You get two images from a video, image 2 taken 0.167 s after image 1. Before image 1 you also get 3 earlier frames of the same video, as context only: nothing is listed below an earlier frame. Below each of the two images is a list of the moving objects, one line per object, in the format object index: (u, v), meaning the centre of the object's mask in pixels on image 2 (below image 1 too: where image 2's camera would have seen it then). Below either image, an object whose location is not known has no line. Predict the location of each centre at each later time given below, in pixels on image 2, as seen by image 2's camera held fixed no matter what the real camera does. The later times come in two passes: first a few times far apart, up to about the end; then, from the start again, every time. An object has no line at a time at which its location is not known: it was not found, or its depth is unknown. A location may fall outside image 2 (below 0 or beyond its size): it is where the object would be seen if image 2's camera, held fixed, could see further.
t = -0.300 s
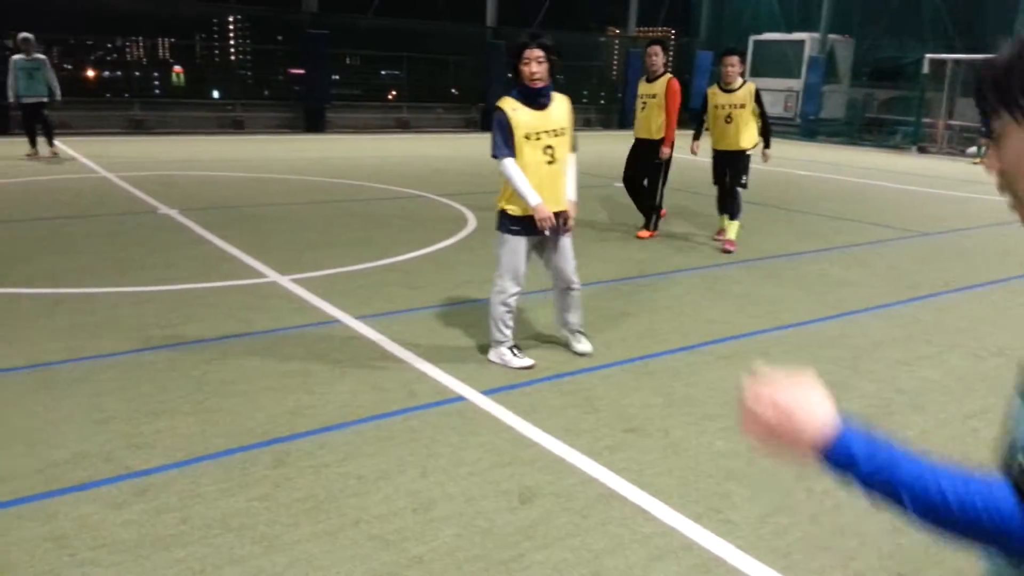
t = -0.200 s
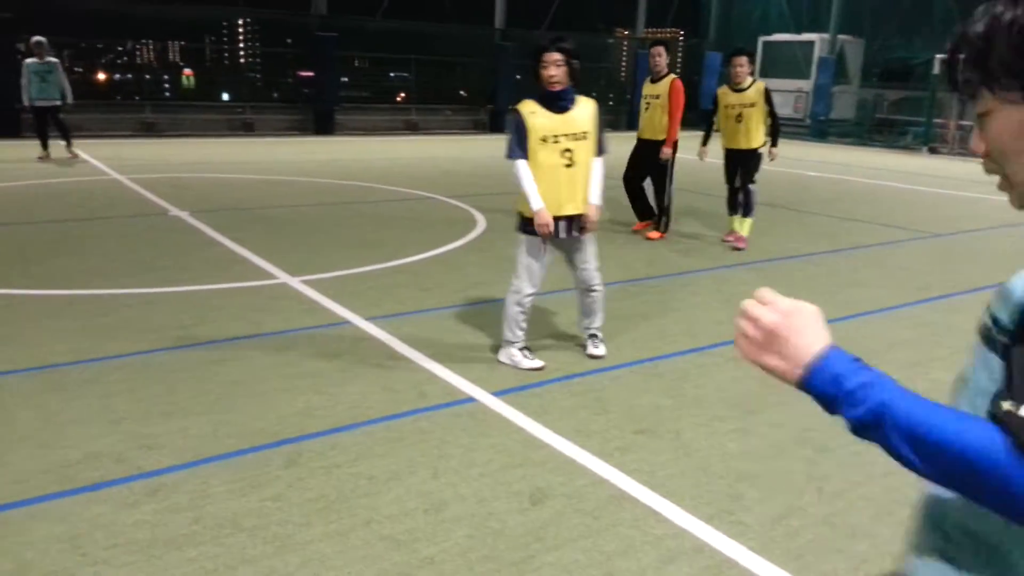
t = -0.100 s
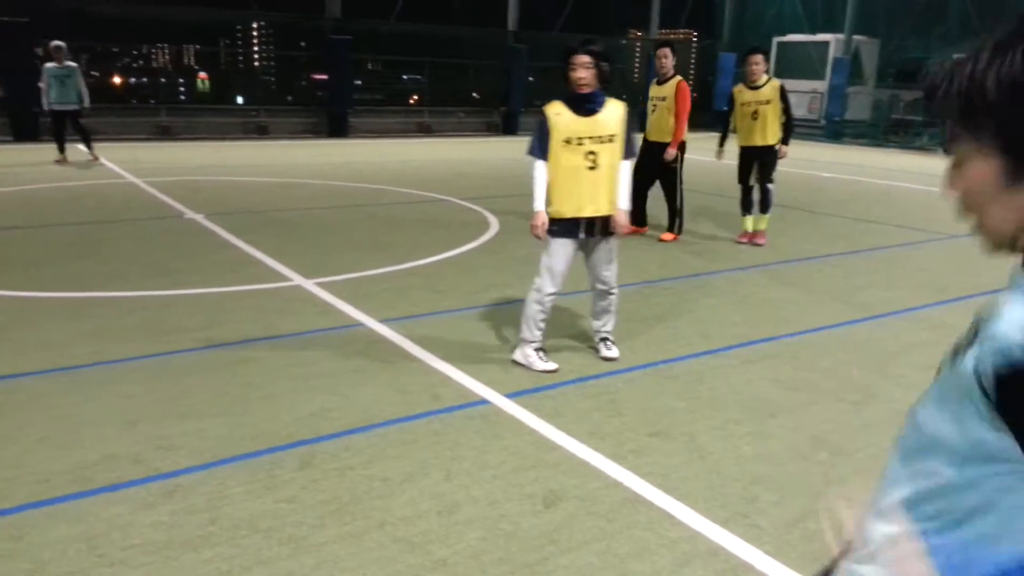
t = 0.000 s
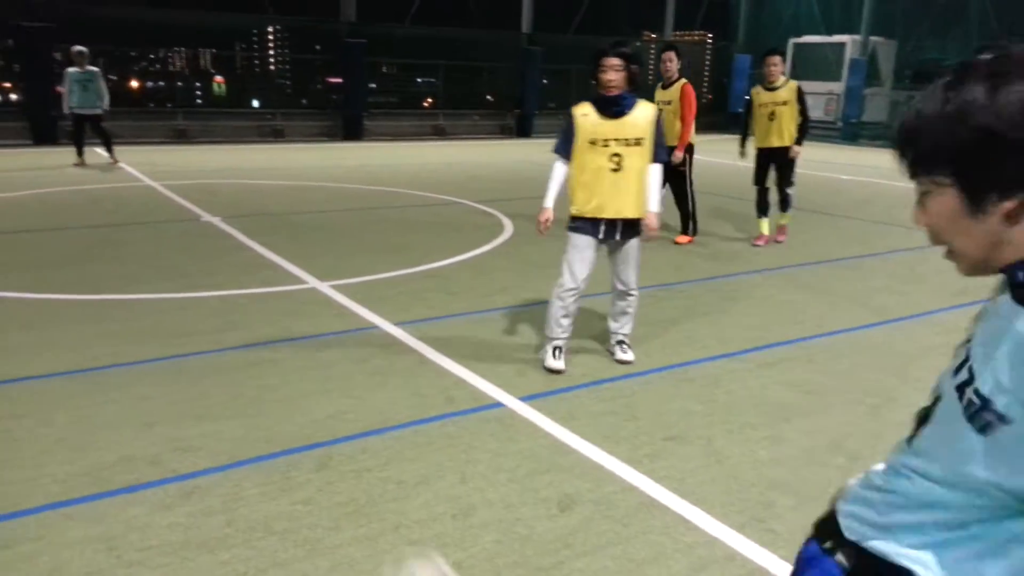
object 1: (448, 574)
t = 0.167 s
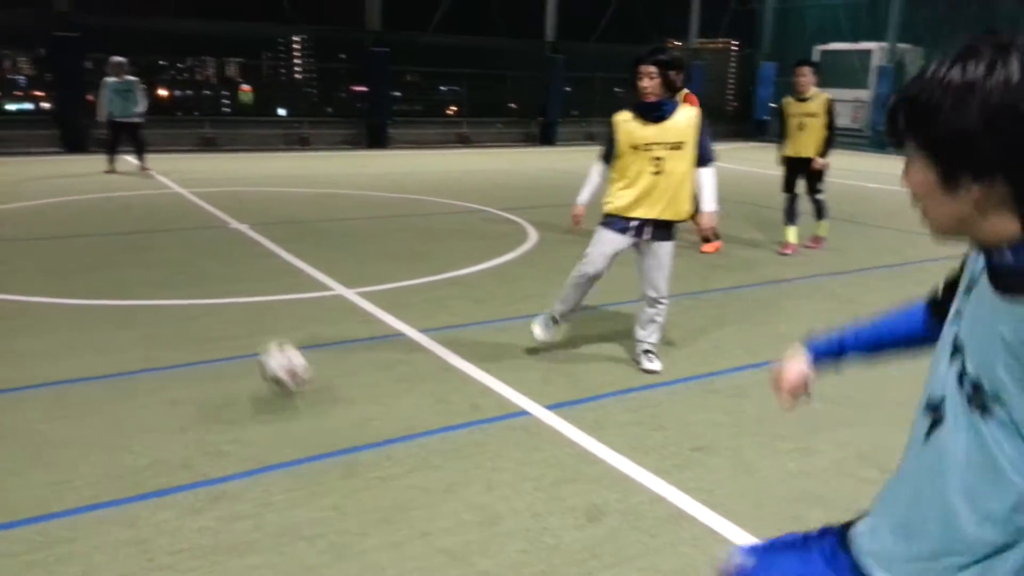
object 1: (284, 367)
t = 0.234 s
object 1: (253, 328)
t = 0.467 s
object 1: (197, 247)
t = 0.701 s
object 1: (173, 213)
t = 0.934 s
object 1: (163, 192)
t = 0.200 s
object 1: (266, 345)
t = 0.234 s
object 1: (253, 328)
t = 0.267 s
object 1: (240, 317)
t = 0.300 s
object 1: (230, 304)
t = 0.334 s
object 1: (221, 290)
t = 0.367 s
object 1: (215, 275)
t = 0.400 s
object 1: (209, 263)
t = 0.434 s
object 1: (202, 255)
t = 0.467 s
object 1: (197, 247)
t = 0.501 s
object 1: (192, 243)
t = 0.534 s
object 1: (190, 238)
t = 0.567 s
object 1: (185, 232)
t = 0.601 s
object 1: (181, 225)
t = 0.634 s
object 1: (178, 220)
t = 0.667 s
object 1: (174, 218)
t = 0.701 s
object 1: (173, 213)
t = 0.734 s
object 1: (172, 209)
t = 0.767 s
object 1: (169, 205)
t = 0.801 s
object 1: (168, 203)
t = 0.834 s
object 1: (167, 200)
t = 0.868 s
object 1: (165, 197)
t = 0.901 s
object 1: (165, 195)
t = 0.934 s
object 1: (163, 192)
